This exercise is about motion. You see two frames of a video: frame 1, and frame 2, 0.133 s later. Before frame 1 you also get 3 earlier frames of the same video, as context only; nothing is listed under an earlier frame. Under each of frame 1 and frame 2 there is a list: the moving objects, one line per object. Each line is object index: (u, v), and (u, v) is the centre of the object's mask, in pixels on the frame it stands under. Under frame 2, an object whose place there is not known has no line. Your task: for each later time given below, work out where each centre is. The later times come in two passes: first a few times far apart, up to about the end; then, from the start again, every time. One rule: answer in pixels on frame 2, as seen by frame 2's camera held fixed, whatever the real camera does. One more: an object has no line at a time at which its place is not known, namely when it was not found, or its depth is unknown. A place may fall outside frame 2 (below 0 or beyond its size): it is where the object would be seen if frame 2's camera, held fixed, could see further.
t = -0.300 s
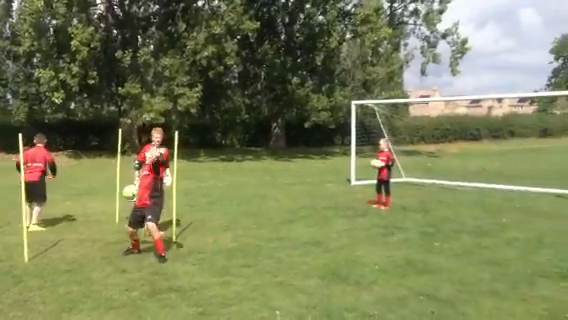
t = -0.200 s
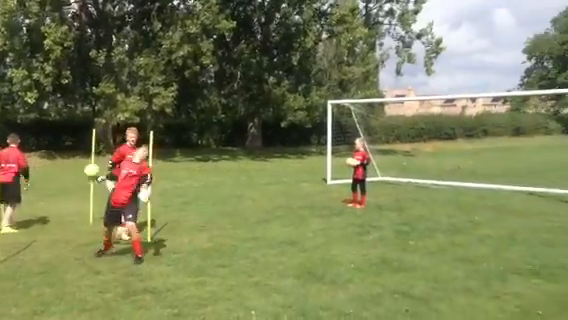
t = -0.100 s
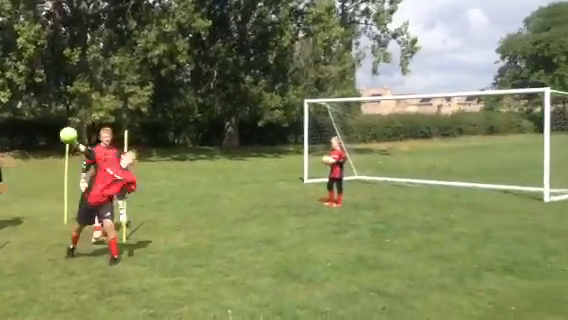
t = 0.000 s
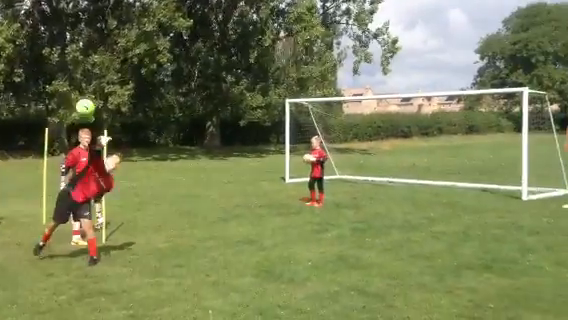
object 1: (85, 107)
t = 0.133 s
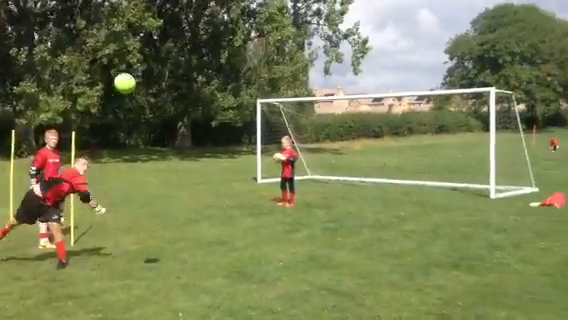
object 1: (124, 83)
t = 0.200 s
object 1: (168, 74)
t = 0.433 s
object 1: (385, 76)
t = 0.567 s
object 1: (593, 119)
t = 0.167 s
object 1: (145, 78)
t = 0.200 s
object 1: (168, 74)
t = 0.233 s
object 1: (192, 70)
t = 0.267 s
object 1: (218, 67)
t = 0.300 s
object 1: (246, 66)
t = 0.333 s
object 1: (276, 66)
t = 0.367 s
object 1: (310, 68)
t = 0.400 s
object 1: (346, 72)
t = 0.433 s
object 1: (385, 76)
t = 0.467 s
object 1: (430, 82)
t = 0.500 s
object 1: (478, 92)
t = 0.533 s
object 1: (532, 101)
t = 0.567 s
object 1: (593, 119)
